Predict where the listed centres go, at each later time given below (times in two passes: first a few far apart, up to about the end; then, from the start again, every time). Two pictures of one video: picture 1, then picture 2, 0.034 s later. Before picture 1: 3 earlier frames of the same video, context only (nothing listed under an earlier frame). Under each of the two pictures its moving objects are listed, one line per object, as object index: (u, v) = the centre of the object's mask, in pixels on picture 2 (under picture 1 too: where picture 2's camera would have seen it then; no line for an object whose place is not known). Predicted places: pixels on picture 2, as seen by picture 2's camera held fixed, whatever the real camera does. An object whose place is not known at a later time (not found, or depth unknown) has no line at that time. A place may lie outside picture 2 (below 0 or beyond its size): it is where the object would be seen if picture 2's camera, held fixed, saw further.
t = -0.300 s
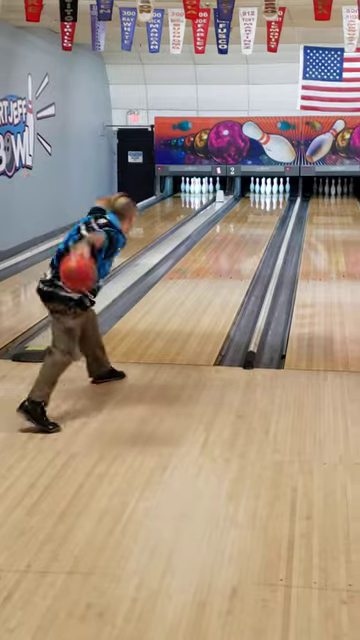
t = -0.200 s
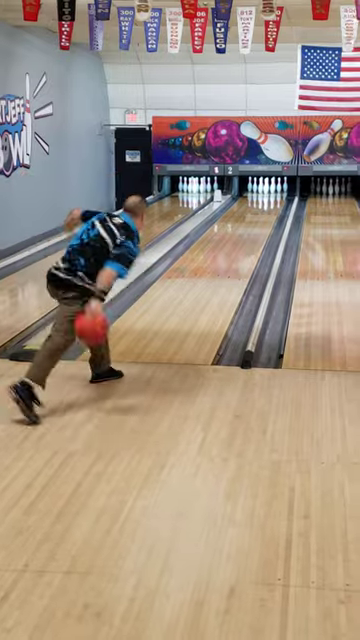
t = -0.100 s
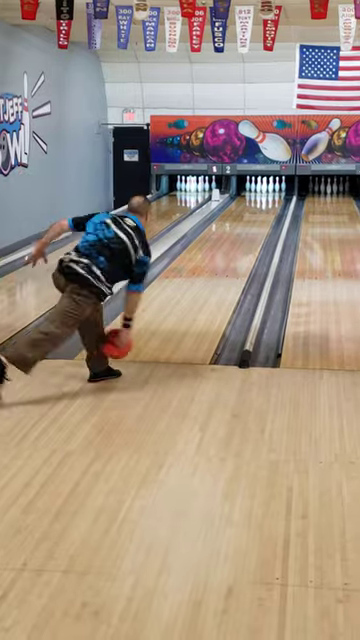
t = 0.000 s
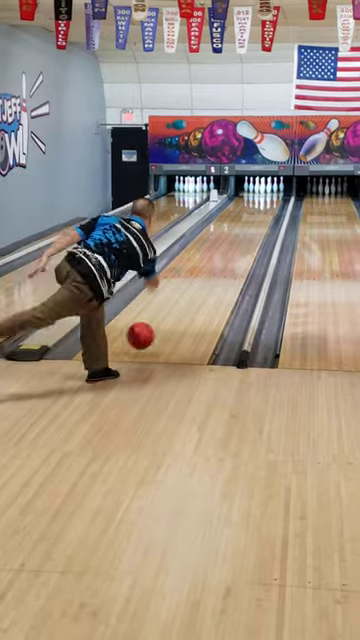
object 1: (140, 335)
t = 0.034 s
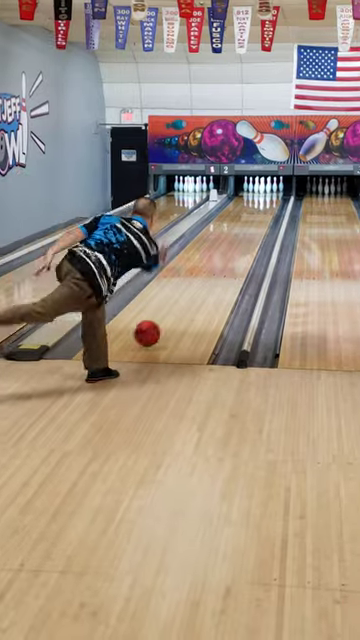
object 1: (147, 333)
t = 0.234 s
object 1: (181, 303)
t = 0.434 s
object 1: (207, 278)
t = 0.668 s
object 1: (228, 257)
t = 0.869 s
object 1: (241, 242)
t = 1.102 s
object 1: (253, 229)
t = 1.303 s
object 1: (261, 219)
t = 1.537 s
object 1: (267, 211)
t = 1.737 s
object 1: (269, 205)
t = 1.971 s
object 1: (269, 199)
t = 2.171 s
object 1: (267, 194)
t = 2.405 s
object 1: (264, 190)
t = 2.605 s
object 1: (263, 187)
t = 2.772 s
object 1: (264, 187)
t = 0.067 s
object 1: (153, 330)
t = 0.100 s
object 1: (160, 323)
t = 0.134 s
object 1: (165, 318)
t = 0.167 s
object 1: (171, 313)
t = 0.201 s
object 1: (177, 307)
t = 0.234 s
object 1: (181, 303)
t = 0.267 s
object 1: (186, 298)
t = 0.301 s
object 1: (191, 293)
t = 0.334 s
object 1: (195, 289)
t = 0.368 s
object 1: (199, 285)
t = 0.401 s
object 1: (203, 281)
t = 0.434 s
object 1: (207, 278)
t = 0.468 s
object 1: (210, 274)
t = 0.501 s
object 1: (213, 271)
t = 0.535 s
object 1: (216, 268)
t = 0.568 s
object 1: (220, 265)
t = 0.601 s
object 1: (223, 262)
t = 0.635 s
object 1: (225, 259)
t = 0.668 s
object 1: (228, 257)
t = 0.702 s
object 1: (230, 254)
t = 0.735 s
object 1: (233, 252)
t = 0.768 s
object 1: (235, 249)
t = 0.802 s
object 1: (237, 246)
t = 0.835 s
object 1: (239, 244)
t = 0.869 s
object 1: (241, 242)
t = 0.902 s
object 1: (243, 240)
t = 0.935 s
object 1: (245, 238)
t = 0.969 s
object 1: (247, 236)
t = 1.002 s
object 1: (249, 234)
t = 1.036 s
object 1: (250, 233)
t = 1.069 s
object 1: (252, 231)
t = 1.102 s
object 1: (253, 229)
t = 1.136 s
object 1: (255, 228)
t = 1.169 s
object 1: (256, 226)
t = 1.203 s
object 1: (258, 224)
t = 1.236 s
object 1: (259, 223)
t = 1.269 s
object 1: (260, 221)
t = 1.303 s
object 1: (261, 219)
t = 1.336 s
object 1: (262, 218)
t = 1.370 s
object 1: (263, 217)
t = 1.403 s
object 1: (264, 216)
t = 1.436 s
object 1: (265, 215)
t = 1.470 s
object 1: (265, 214)
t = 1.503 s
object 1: (266, 212)
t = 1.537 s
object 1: (267, 211)
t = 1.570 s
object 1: (267, 210)
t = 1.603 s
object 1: (268, 208)
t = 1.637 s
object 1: (269, 207)
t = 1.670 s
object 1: (269, 206)
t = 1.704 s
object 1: (269, 206)
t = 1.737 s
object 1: (269, 205)
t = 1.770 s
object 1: (269, 204)
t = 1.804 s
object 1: (269, 203)
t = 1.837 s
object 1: (270, 202)
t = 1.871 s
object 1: (269, 202)
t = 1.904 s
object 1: (269, 202)
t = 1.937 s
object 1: (269, 200)
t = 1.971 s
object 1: (269, 199)
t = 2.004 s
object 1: (269, 199)
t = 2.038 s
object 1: (269, 198)
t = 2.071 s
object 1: (268, 196)
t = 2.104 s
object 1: (268, 195)
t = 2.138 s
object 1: (268, 195)
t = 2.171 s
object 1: (267, 194)
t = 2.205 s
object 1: (267, 194)
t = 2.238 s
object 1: (267, 194)
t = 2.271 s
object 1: (266, 193)
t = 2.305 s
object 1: (266, 192)
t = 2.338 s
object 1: (265, 192)
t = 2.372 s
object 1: (264, 192)
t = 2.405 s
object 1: (264, 190)
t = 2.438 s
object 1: (264, 190)
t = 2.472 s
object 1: (263, 190)
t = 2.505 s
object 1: (263, 189)
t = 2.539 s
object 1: (264, 188)
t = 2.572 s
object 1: (263, 188)
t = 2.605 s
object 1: (263, 187)
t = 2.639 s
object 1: (263, 187)
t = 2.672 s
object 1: (263, 187)
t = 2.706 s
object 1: (264, 187)
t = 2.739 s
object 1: (264, 187)
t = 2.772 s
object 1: (264, 187)
